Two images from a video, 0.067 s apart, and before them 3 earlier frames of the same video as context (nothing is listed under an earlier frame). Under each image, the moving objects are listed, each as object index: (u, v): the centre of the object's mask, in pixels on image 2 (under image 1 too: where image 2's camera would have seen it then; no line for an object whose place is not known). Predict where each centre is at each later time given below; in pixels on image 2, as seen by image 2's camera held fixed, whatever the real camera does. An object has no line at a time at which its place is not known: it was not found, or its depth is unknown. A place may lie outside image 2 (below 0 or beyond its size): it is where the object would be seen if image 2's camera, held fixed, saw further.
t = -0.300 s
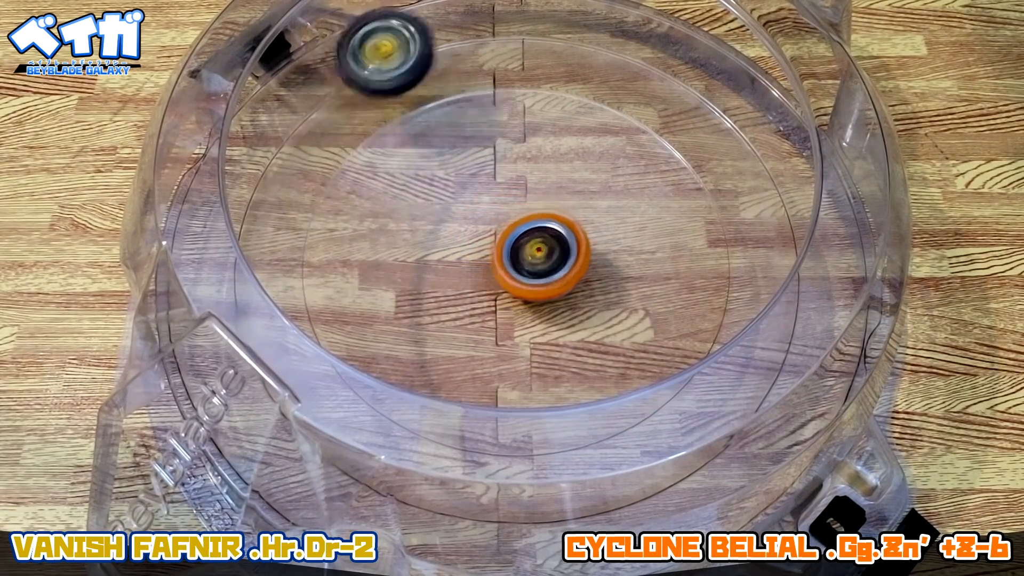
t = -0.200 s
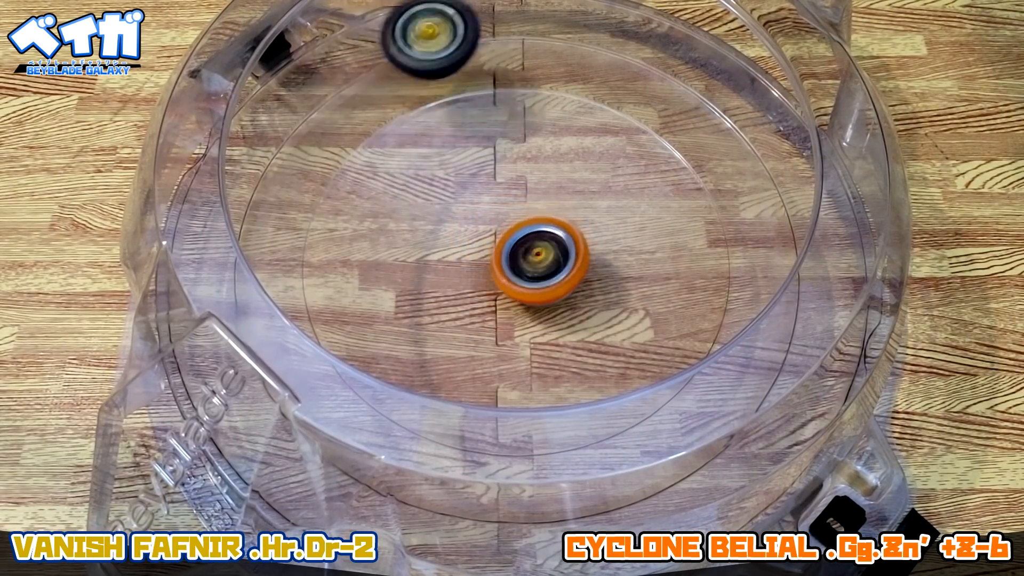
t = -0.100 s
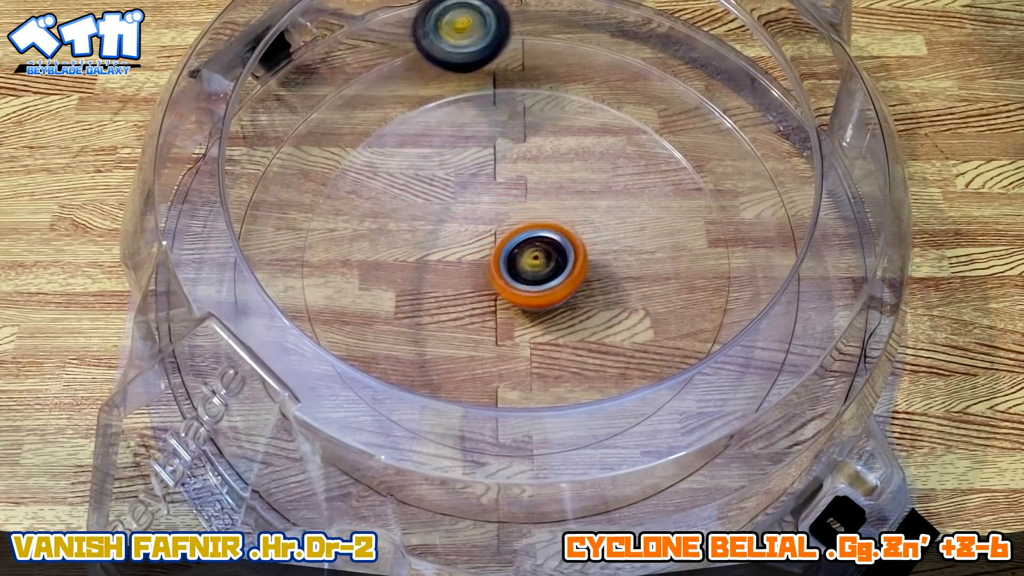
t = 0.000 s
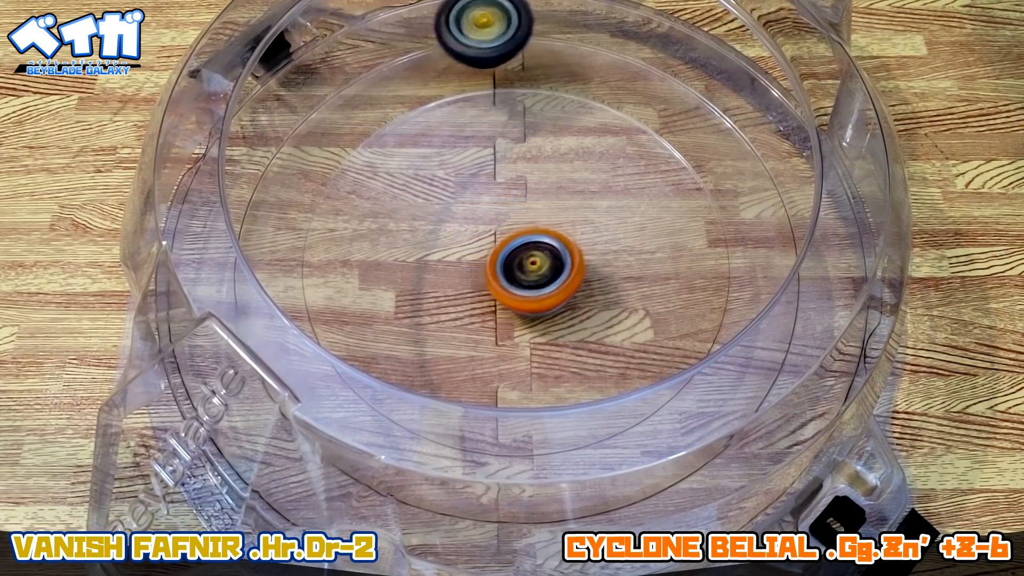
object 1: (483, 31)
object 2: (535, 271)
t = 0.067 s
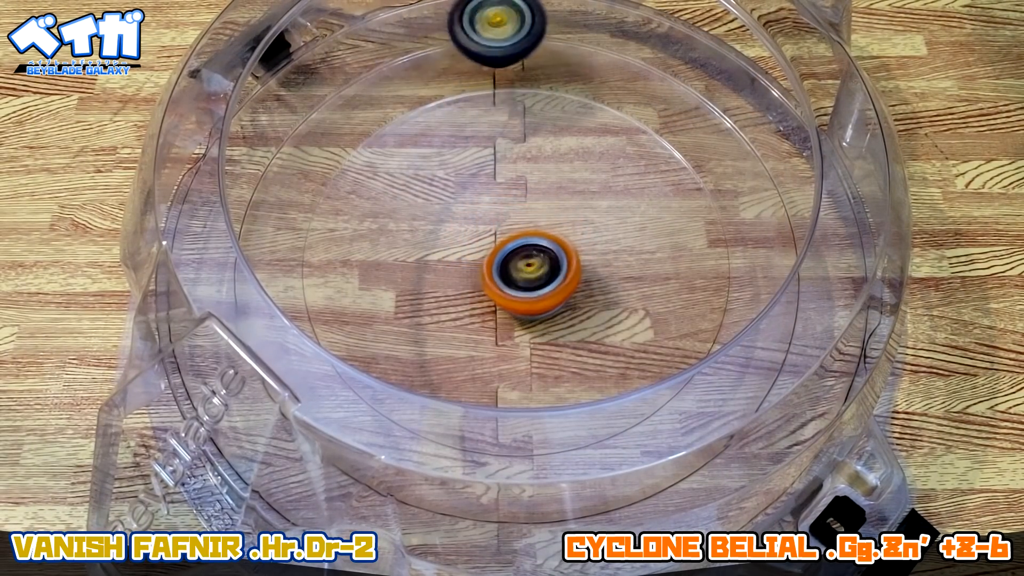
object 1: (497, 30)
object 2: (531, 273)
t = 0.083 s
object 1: (500, 30)
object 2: (531, 274)
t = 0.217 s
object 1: (525, 33)
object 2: (522, 278)
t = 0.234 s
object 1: (528, 33)
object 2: (520, 278)
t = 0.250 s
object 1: (531, 34)
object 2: (520, 279)
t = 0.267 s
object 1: (534, 35)
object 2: (518, 279)
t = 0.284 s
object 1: (537, 36)
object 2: (517, 279)
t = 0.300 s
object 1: (540, 36)
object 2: (516, 279)
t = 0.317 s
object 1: (542, 38)
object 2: (515, 279)
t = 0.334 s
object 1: (546, 39)
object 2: (514, 279)
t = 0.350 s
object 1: (548, 40)
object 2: (513, 279)
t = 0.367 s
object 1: (551, 42)
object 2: (512, 279)
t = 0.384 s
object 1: (553, 44)
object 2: (511, 278)
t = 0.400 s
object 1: (556, 46)
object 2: (510, 278)
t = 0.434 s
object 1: (561, 50)
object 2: (509, 278)
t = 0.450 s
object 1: (564, 52)
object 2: (507, 277)
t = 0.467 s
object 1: (567, 54)
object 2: (506, 277)
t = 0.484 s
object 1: (569, 56)
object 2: (505, 276)
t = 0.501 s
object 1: (572, 59)
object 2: (504, 276)
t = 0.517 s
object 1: (575, 62)
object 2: (504, 275)
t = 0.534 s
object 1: (578, 65)
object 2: (502, 274)
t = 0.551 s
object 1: (581, 69)
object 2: (502, 273)
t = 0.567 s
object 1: (584, 74)
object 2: (500, 273)
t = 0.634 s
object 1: (599, 98)
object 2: (498, 271)
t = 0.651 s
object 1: (605, 107)
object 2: (497, 269)
